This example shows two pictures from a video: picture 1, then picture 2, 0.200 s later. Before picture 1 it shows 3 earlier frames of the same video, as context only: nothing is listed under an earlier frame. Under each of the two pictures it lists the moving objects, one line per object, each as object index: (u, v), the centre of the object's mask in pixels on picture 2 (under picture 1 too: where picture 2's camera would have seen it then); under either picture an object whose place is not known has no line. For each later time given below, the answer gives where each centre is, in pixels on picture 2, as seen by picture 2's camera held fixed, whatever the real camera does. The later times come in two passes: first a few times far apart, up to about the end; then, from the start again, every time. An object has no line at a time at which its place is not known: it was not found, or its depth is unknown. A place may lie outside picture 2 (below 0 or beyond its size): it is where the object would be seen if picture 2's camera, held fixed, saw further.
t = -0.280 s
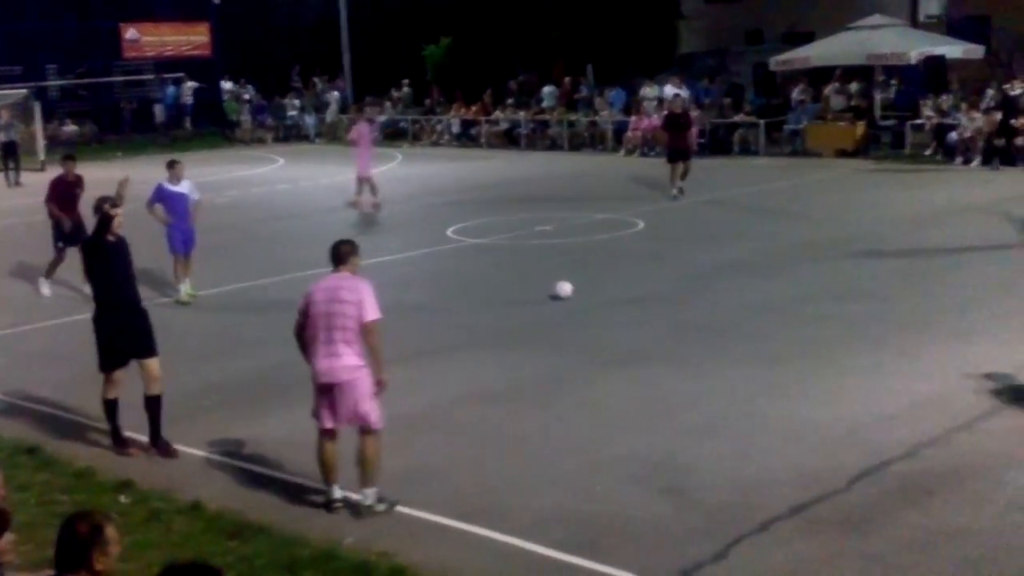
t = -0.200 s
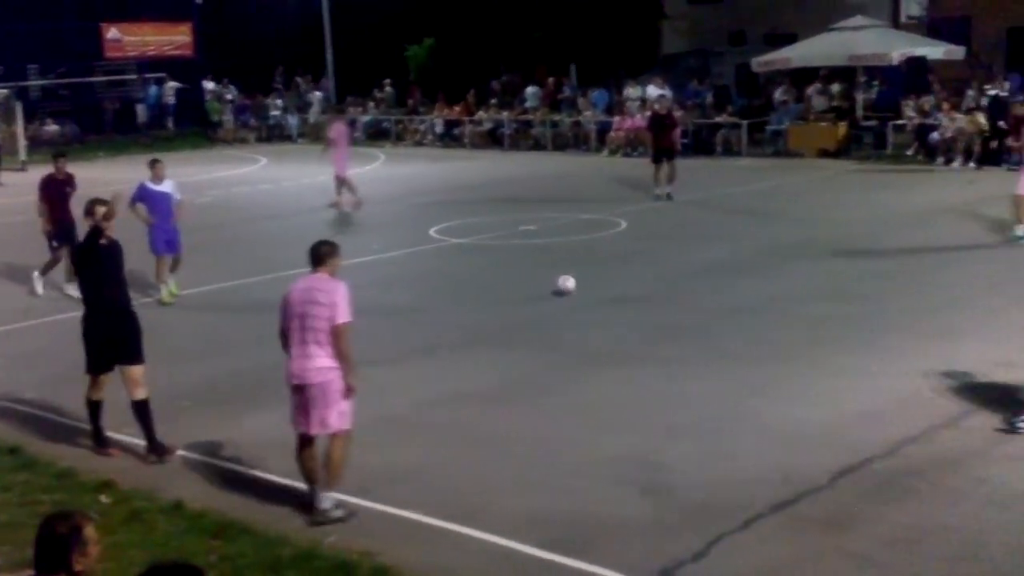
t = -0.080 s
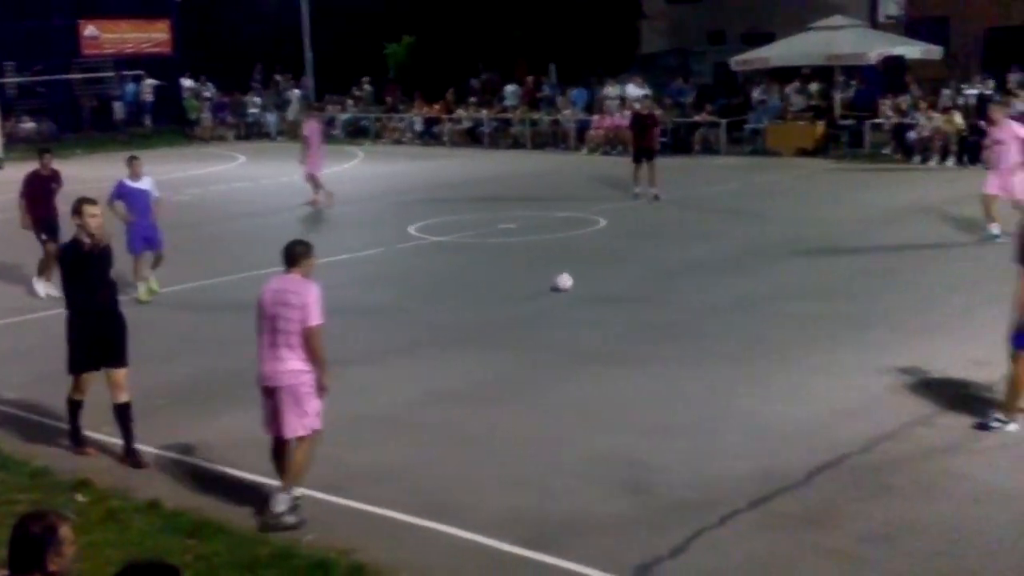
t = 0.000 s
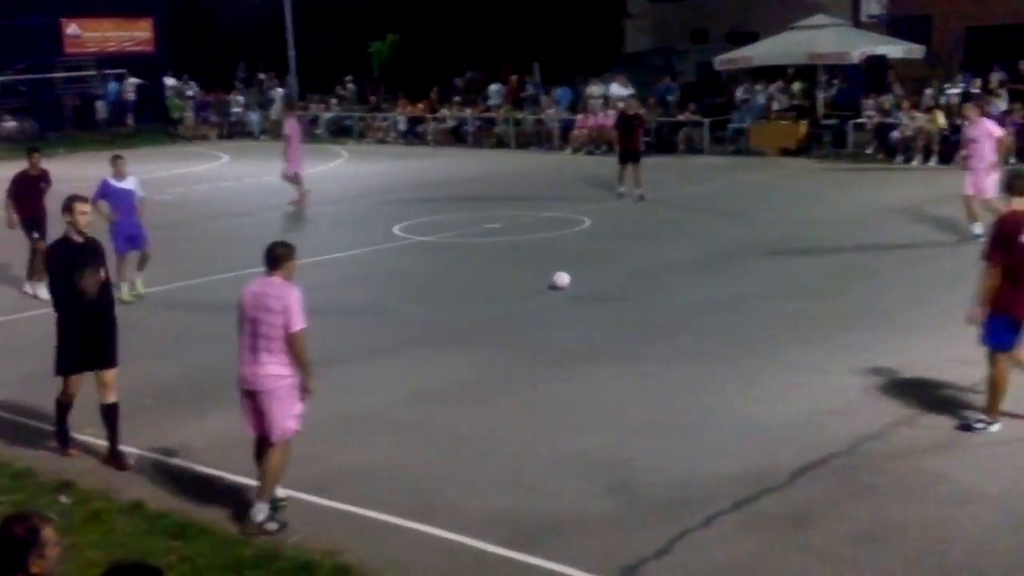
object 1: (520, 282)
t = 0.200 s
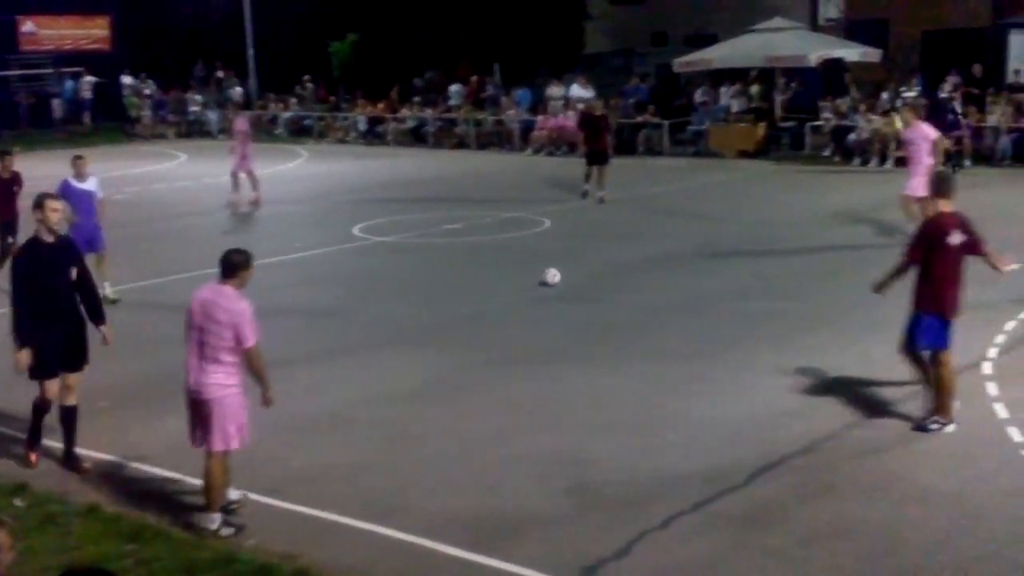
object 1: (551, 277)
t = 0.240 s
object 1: (562, 275)
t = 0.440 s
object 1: (592, 271)
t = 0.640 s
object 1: (620, 266)
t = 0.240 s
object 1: (562, 275)
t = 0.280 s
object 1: (569, 274)
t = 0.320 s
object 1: (575, 273)
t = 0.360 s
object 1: (580, 272)
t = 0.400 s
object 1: (587, 272)
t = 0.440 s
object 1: (592, 271)
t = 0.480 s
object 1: (598, 270)
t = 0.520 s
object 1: (604, 269)
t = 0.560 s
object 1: (608, 268)
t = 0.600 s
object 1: (614, 267)
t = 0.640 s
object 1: (620, 266)
